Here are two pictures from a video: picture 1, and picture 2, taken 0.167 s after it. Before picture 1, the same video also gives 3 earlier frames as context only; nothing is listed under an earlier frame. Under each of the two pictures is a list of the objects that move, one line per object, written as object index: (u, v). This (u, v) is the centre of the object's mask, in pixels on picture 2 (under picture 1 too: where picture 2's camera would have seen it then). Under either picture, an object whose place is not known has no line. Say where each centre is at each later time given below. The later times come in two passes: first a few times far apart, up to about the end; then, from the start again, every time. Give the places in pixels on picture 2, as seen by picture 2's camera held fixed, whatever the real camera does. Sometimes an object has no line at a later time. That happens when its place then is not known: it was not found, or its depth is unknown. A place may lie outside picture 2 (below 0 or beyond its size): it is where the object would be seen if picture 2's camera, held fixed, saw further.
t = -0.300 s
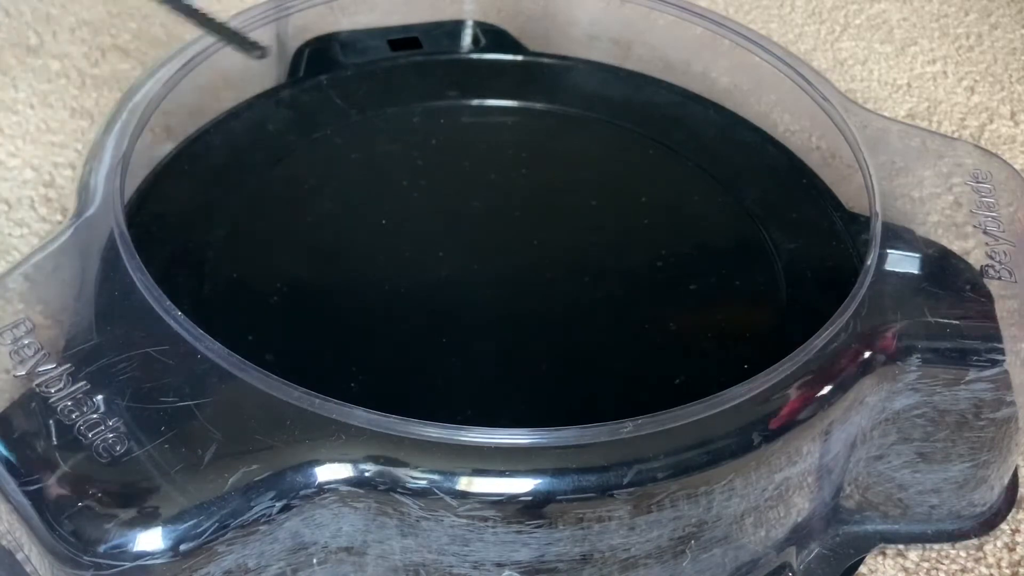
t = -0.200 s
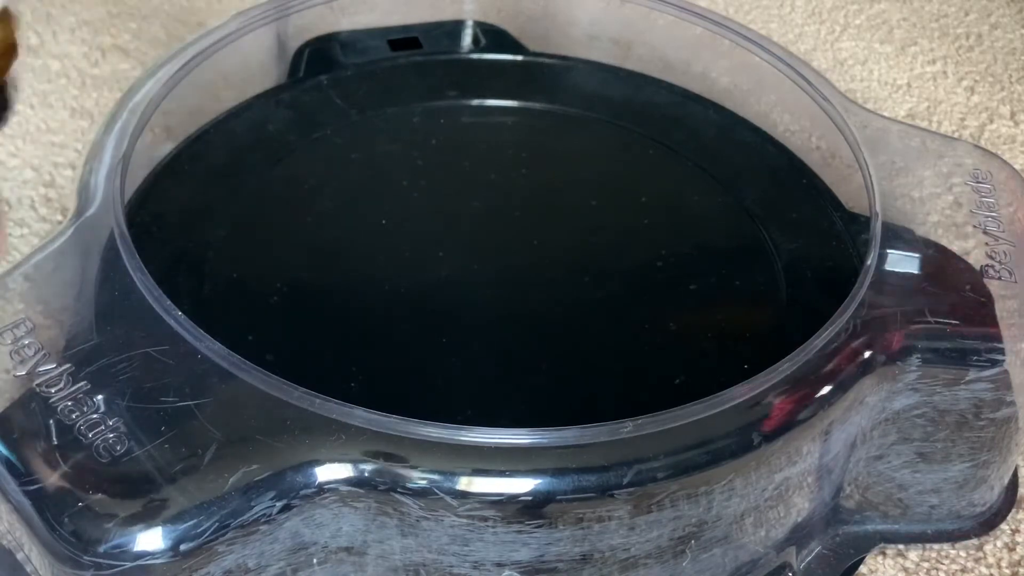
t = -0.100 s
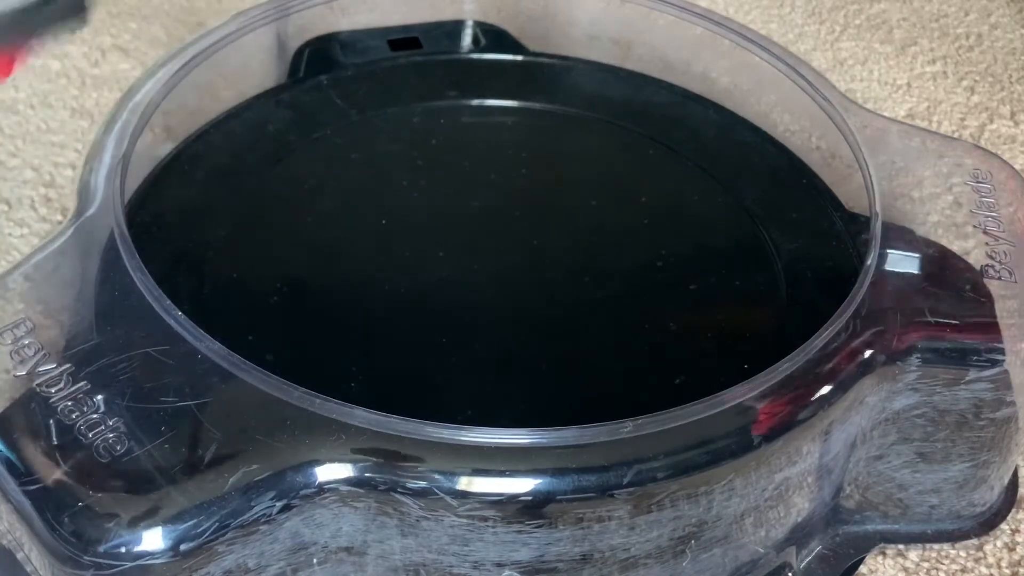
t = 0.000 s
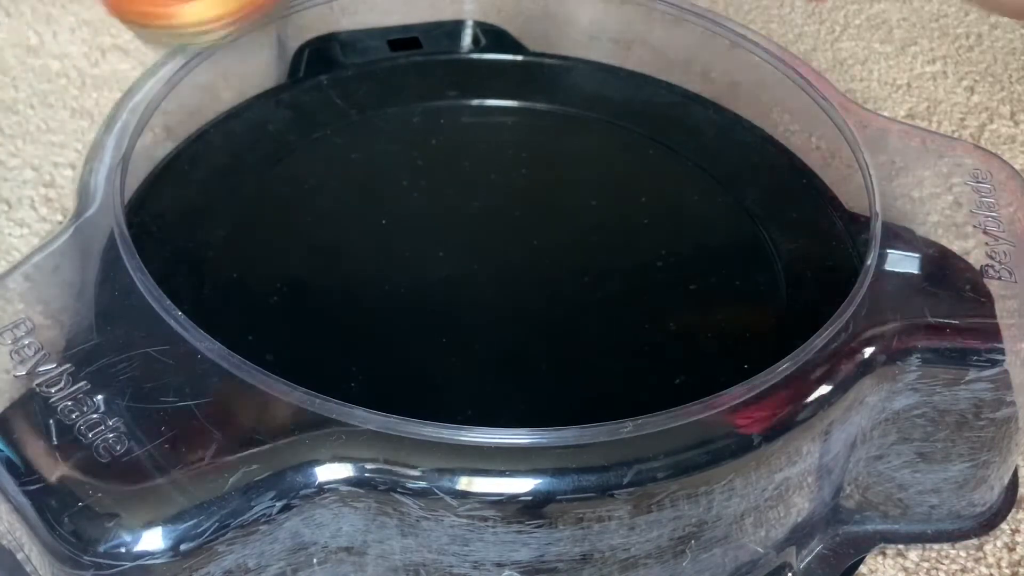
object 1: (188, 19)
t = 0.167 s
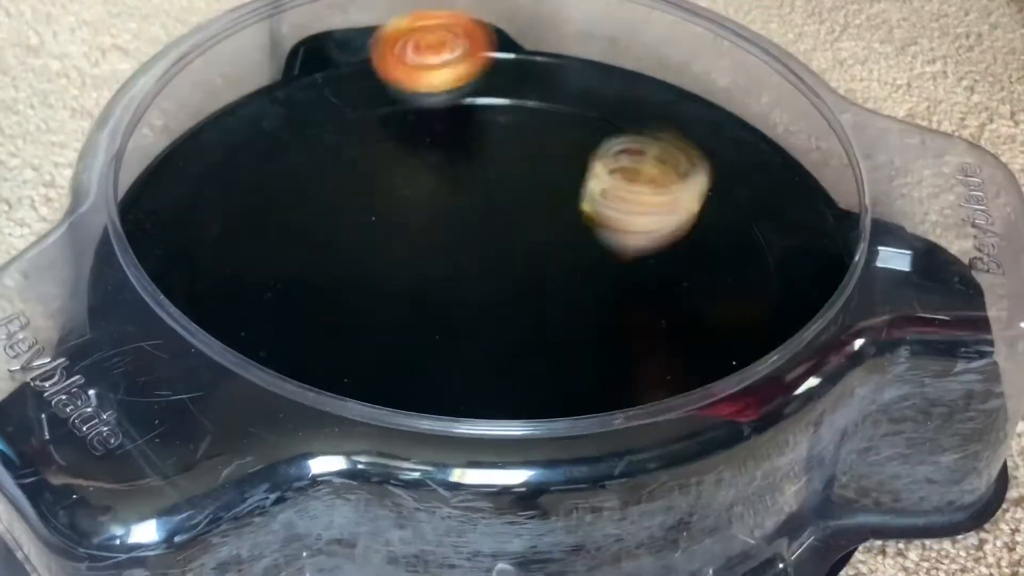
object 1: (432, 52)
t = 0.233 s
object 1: (499, 30)
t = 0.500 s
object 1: (524, 162)
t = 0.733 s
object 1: (581, 192)
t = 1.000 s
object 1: (626, 180)
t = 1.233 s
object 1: (615, 115)
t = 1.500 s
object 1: (510, 228)
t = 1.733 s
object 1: (650, 271)
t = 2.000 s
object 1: (663, 248)
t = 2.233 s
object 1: (519, 270)
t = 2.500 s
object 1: (414, 322)
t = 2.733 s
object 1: (416, 338)
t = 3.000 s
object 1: (451, 274)
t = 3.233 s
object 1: (409, 196)
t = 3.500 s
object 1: (361, 190)
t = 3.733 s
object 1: (446, 224)
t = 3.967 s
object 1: (488, 189)
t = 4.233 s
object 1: (492, 190)
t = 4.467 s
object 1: (522, 196)
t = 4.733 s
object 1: (480, 153)
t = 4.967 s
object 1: (448, 203)
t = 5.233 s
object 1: (532, 140)
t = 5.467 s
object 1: (511, 118)
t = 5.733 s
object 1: (505, 210)
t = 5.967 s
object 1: (554, 287)
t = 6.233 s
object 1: (594, 326)
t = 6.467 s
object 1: (560, 311)
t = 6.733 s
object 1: (430, 271)
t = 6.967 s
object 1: (348, 247)
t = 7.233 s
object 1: (366, 242)
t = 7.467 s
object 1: (463, 216)
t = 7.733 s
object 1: (531, 174)
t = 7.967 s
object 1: (551, 179)
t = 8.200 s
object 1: (562, 232)
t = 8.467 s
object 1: (567, 290)
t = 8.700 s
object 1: (541, 311)
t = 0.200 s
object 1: (472, 31)
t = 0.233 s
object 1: (499, 30)
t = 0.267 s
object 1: (494, 42)
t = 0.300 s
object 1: (491, 73)
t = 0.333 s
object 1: (487, 101)
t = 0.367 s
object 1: (483, 128)
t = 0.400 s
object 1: (496, 140)
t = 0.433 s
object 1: (506, 147)
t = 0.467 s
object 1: (516, 155)
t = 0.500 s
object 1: (524, 162)
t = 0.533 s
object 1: (531, 169)
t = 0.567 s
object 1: (539, 174)
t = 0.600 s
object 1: (547, 179)
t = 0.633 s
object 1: (555, 183)
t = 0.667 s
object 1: (564, 186)
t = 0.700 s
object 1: (573, 190)
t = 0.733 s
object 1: (581, 192)
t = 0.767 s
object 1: (589, 192)
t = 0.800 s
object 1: (596, 193)
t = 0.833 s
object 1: (602, 193)
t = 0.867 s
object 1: (607, 193)
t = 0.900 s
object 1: (611, 192)
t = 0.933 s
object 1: (613, 193)
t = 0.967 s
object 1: (614, 190)
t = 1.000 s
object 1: (626, 180)
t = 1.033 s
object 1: (655, 152)
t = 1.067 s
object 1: (673, 127)
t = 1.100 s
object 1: (677, 108)
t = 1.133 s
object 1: (666, 105)
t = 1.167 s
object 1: (651, 110)
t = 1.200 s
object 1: (633, 112)
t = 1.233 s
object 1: (615, 115)
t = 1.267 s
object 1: (595, 120)
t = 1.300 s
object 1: (576, 127)
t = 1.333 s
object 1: (559, 138)
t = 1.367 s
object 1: (543, 153)
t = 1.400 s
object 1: (530, 169)
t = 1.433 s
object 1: (520, 188)
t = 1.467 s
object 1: (514, 208)
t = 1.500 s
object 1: (510, 228)
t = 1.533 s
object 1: (509, 248)
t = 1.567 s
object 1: (519, 263)
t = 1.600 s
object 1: (553, 264)
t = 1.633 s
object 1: (583, 265)
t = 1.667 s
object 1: (610, 268)
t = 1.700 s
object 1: (632, 270)
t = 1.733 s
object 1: (650, 271)
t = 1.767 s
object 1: (665, 271)
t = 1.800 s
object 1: (676, 269)
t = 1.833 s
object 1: (684, 263)
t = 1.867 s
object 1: (688, 259)
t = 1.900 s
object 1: (689, 257)
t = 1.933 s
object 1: (684, 250)
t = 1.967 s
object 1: (675, 250)
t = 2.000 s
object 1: (663, 248)
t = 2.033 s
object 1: (647, 247)
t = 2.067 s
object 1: (629, 247)
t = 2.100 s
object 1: (608, 250)
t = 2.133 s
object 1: (586, 253)
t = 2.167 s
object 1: (563, 258)
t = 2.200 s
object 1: (540, 264)
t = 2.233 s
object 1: (519, 270)
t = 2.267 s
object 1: (498, 278)
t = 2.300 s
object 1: (480, 285)
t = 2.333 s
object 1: (462, 292)
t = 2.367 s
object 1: (448, 298)
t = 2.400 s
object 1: (436, 299)
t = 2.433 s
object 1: (426, 311)
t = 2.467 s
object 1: (419, 310)
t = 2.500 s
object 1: (414, 322)
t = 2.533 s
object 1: (411, 321)
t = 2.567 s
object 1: (409, 325)
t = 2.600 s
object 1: (408, 330)
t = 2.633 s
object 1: (408, 341)
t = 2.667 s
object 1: (410, 336)
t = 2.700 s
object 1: (412, 345)
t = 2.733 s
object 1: (416, 338)
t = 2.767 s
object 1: (422, 337)
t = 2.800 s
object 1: (427, 341)
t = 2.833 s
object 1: (434, 329)
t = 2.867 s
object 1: (439, 321)
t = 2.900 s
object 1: (444, 311)
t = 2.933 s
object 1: (448, 300)
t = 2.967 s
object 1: (451, 288)
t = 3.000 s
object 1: (451, 274)
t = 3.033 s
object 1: (450, 261)
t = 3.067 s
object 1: (447, 248)
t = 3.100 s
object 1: (441, 234)
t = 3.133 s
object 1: (436, 222)
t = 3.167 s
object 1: (427, 211)
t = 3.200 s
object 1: (419, 202)
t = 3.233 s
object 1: (409, 196)
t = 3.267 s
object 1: (399, 189)
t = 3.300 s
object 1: (390, 184)
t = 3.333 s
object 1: (381, 180)
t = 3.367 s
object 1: (373, 179)
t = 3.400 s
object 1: (367, 180)
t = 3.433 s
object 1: (363, 182)
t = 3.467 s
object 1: (360, 186)
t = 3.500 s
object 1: (361, 190)
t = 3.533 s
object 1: (365, 195)
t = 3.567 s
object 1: (372, 202)
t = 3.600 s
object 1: (382, 208)
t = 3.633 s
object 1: (396, 213)
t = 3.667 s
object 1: (411, 218)
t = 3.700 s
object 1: (429, 222)
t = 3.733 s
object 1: (446, 224)
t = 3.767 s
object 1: (457, 221)
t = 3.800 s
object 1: (463, 215)
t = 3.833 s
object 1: (469, 211)
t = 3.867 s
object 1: (475, 206)
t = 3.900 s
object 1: (480, 200)
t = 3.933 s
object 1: (483, 195)
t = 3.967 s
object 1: (488, 189)
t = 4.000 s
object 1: (490, 186)
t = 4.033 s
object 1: (491, 183)
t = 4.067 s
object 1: (492, 181)
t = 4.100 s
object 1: (492, 181)
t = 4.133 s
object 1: (491, 182)
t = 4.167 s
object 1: (491, 183)
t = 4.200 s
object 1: (492, 186)
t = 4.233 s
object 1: (492, 190)
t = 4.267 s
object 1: (494, 194)
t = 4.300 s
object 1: (497, 200)
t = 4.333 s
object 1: (500, 205)
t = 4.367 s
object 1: (505, 211)
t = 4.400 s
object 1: (510, 216)
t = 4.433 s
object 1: (518, 211)
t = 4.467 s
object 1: (522, 196)
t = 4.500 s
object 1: (522, 184)
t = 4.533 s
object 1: (521, 174)
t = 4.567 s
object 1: (517, 165)
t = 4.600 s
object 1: (511, 158)
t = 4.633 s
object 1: (504, 155)
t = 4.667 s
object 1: (496, 153)
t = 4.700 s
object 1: (487, 152)
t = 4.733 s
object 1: (480, 153)
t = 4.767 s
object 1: (472, 156)
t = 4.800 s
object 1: (465, 160)
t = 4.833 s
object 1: (459, 167)
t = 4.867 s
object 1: (453, 175)
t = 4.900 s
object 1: (449, 184)
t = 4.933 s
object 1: (448, 192)
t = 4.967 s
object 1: (448, 203)
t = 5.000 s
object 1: (452, 217)
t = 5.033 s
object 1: (460, 224)
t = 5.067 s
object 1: (477, 208)
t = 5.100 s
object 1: (498, 190)
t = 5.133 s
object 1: (512, 173)
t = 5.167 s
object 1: (523, 160)
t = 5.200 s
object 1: (530, 149)
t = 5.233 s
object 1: (532, 140)
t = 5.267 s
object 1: (532, 133)
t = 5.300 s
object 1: (530, 127)
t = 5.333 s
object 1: (527, 122)
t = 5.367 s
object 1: (524, 118)
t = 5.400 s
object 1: (520, 116)
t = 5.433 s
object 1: (516, 115)
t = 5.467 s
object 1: (511, 118)
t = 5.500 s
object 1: (506, 123)
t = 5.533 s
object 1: (502, 131)
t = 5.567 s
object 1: (499, 141)
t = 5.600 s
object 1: (496, 153)
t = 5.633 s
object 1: (496, 167)
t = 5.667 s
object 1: (497, 180)
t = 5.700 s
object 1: (501, 195)
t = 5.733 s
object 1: (505, 210)
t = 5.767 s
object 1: (511, 224)
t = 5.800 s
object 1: (518, 237)
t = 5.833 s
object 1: (525, 250)
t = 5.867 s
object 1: (533, 260)
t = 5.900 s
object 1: (541, 270)
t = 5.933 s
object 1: (548, 279)
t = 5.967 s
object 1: (554, 287)
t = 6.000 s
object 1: (560, 294)
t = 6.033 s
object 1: (566, 300)
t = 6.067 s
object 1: (572, 307)
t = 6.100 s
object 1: (577, 313)
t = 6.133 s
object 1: (582, 318)
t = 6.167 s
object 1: (587, 323)
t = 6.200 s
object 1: (591, 324)
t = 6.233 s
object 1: (594, 326)
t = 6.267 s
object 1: (596, 326)
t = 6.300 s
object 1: (596, 327)
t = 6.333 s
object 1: (594, 325)
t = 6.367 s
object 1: (589, 323)
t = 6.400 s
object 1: (582, 320)
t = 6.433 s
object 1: (572, 315)
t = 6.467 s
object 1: (560, 311)
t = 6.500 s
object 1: (547, 305)
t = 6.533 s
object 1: (531, 300)
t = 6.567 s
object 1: (514, 295)
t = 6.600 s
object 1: (497, 290)
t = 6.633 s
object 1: (479, 285)
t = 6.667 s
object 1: (462, 280)
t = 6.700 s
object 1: (446, 275)
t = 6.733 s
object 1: (430, 271)
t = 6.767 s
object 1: (415, 266)
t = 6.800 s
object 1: (401, 262)
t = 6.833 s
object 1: (389, 258)
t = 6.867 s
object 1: (377, 255)
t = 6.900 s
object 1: (366, 252)
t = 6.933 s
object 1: (356, 249)
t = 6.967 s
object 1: (348, 247)
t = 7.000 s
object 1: (342, 246)
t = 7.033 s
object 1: (337, 245)
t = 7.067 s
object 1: (335, 244)
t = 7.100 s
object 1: (336, 244)
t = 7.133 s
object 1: (340, 244)
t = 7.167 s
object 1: (346, 244)
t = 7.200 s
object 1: (355, 243)
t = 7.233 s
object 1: (366, 242)
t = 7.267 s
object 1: (379, 240)
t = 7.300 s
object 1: (392, 239)
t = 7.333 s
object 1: (407, 236)
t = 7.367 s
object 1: (422, 232)
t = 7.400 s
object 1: (437, 227)
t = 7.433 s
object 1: (451, 222)
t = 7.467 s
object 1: (463, 216)
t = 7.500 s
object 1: (475, 209)
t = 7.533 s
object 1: (485, 203)
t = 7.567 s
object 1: (495, 197)
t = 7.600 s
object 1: (504, 191)
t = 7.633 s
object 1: (512, 186)
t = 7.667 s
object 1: (519, 182)
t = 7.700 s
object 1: (526, 178)
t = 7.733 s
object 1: (531, 174)
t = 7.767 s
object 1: (536, 171)
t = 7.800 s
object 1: (540, 170)
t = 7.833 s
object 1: (543, 168)
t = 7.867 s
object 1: (546, 167)
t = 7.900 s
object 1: (548, 171)
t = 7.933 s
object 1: (549, 173)
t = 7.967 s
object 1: (551, 179)
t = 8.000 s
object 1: (552, 185)
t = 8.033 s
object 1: (554, 192)
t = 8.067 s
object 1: (556, 199)
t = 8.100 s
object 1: (558, 206)
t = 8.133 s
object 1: (559, 213)
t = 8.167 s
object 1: (560, 223)
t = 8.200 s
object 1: (562, 232)
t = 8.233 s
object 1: (563, 240)
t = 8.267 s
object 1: (565, 248)
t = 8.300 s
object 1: (566, 256)
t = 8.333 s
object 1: (568, 263)
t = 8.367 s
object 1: (568, 271)
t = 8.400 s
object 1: (568, 278)
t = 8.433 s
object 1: (568, 284)
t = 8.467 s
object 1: (567, 290)
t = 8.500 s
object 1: (565, 295)
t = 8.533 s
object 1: (563, 300)
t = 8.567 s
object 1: (560, 304)
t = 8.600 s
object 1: (557, 308)
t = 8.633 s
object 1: (553, 311)
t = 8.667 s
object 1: (547, 309)
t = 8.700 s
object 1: (541, 311)
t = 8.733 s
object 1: (535, 312)
